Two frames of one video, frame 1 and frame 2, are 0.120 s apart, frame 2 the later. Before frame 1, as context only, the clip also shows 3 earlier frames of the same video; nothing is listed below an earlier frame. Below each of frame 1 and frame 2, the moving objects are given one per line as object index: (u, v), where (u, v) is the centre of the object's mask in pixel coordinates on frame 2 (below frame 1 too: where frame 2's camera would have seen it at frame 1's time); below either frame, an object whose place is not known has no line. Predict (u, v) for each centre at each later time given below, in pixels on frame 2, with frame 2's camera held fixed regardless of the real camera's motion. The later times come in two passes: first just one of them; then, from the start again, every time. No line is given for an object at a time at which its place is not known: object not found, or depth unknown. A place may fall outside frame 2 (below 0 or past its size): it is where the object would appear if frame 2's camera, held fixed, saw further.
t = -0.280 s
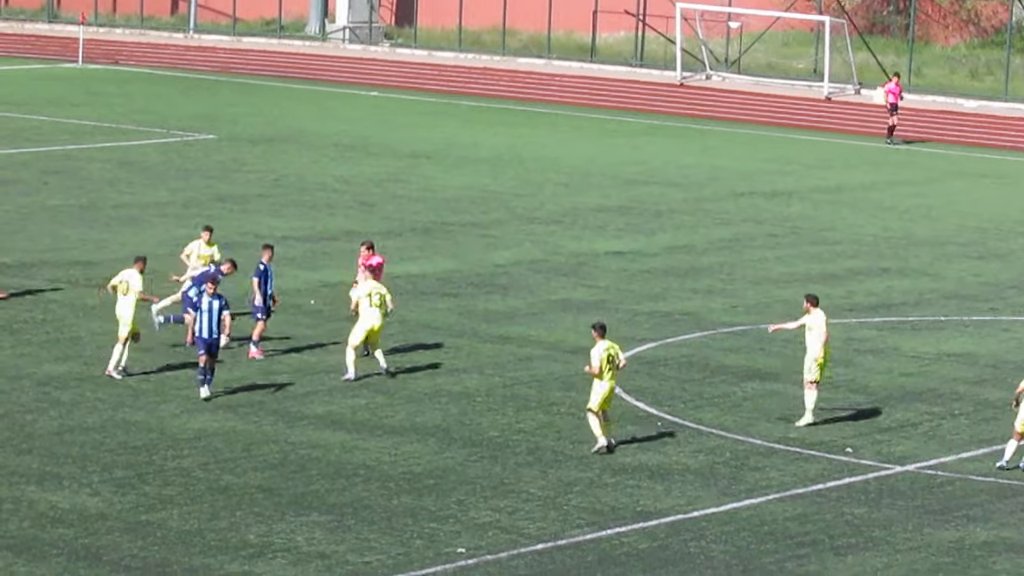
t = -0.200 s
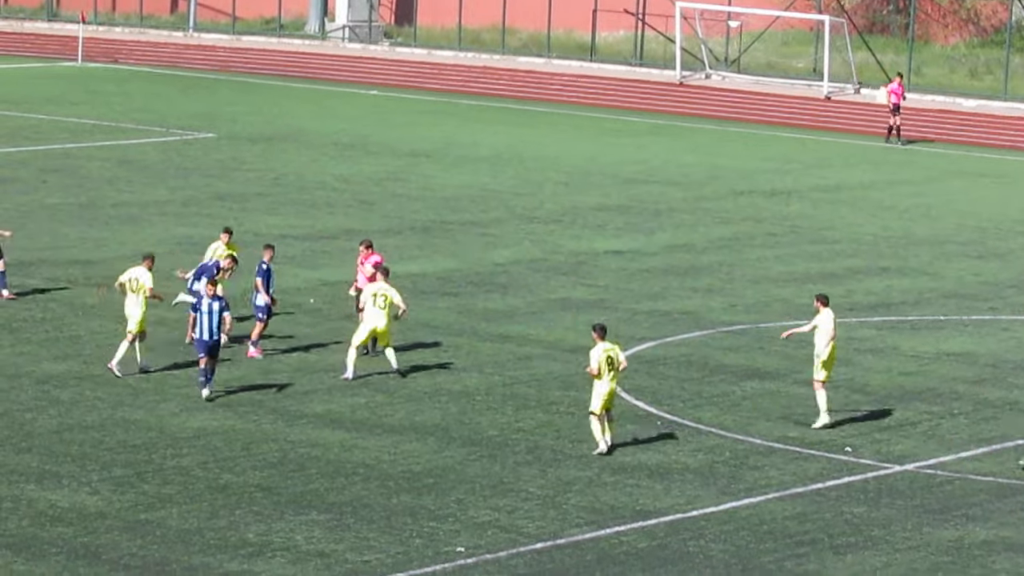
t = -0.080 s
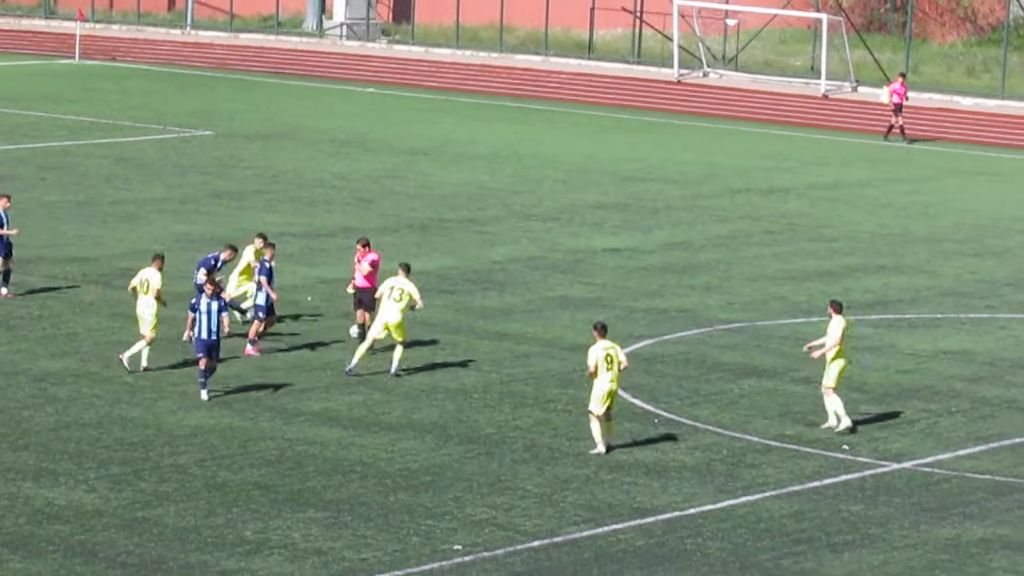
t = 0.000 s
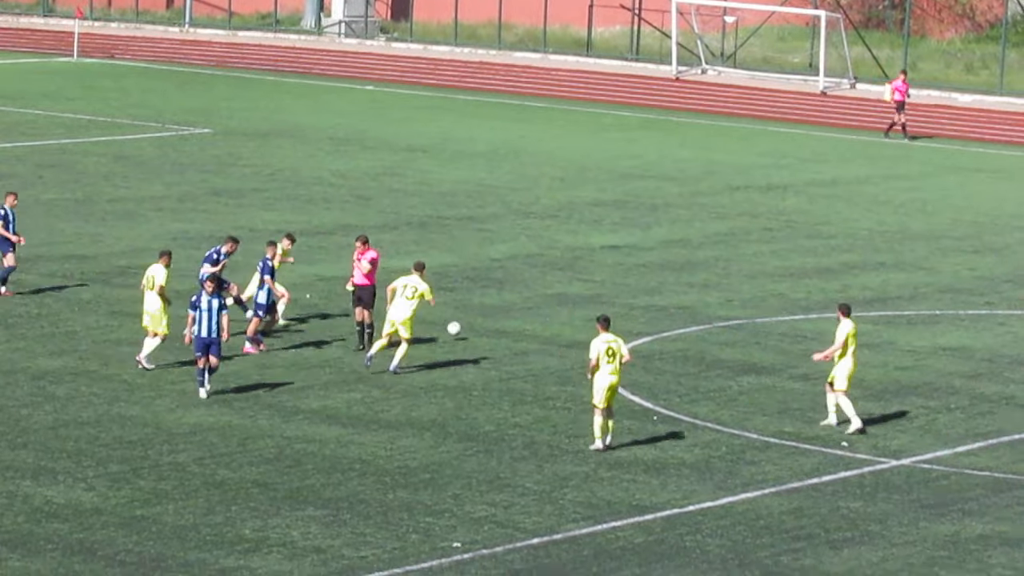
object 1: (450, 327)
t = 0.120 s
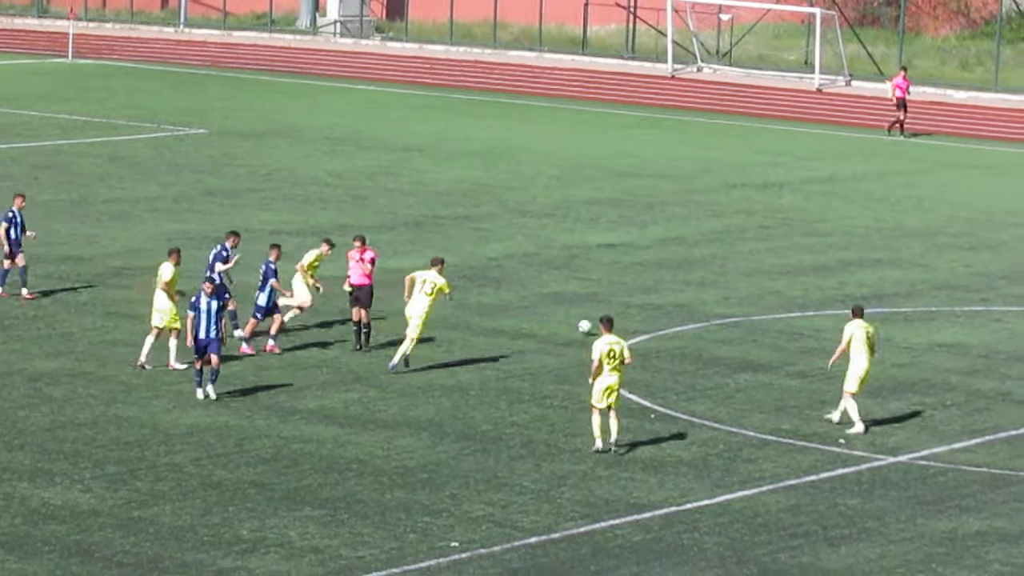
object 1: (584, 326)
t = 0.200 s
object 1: (665, 326)
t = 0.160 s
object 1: (626, 325)
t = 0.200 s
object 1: (665, 326)
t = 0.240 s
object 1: (704, 326)
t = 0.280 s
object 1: (740, 325)
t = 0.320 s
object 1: (776, 324)
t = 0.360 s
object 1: (811, 323)
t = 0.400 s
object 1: (843, 322)
